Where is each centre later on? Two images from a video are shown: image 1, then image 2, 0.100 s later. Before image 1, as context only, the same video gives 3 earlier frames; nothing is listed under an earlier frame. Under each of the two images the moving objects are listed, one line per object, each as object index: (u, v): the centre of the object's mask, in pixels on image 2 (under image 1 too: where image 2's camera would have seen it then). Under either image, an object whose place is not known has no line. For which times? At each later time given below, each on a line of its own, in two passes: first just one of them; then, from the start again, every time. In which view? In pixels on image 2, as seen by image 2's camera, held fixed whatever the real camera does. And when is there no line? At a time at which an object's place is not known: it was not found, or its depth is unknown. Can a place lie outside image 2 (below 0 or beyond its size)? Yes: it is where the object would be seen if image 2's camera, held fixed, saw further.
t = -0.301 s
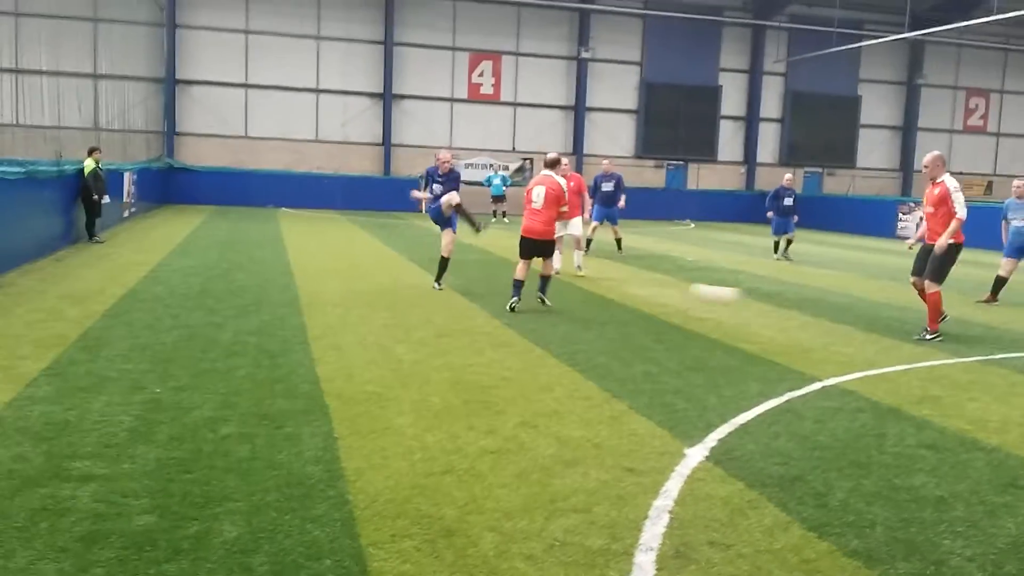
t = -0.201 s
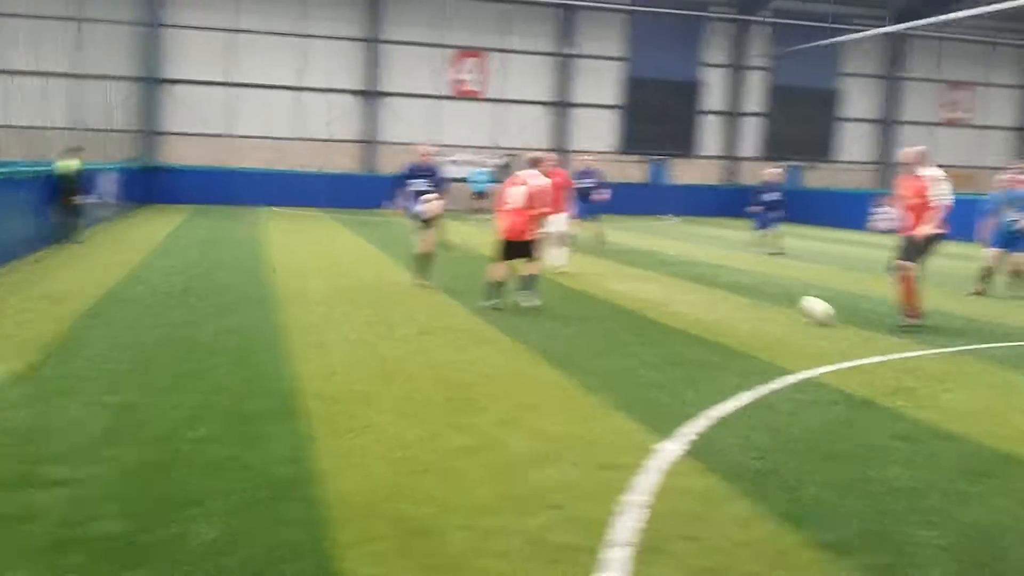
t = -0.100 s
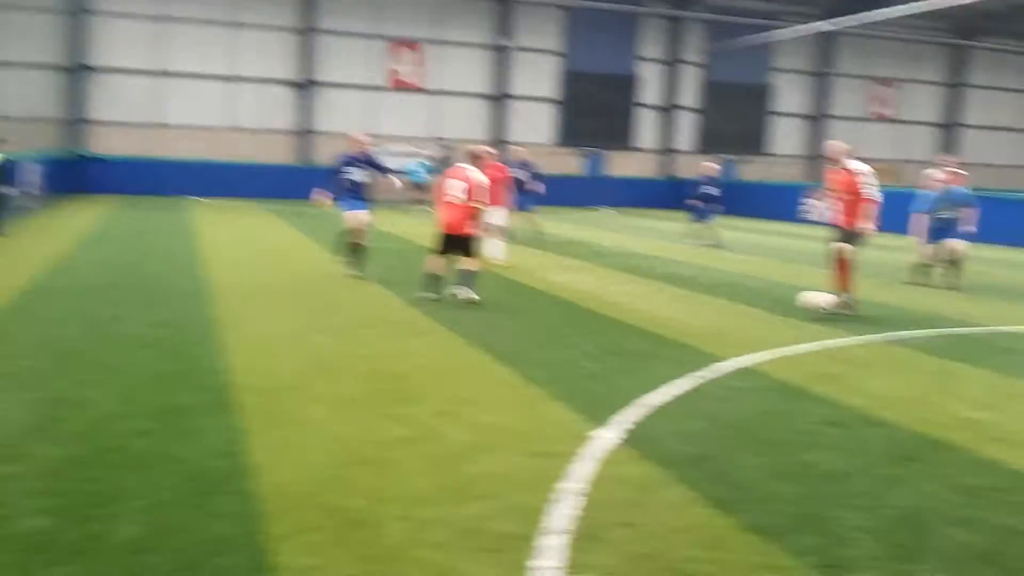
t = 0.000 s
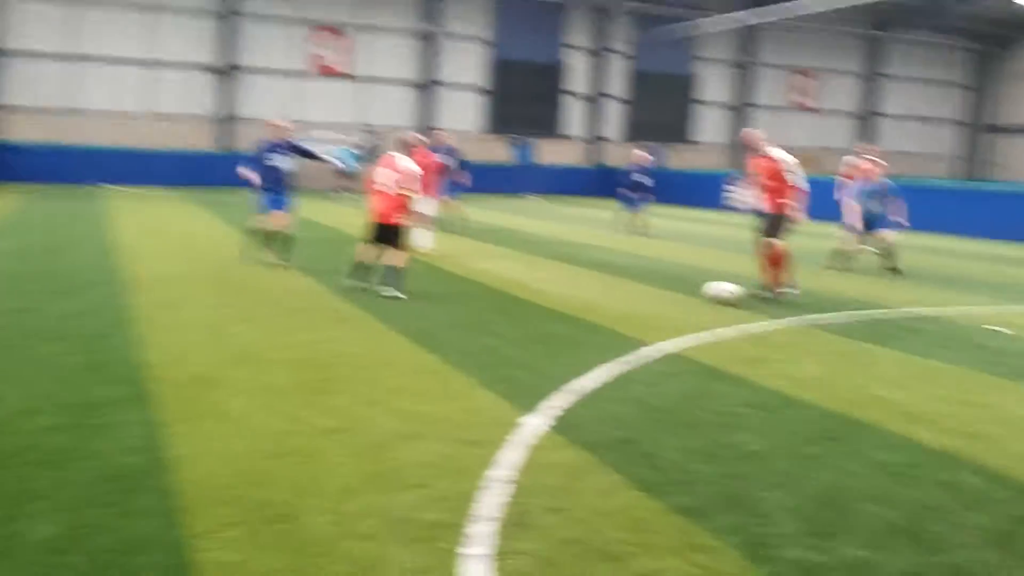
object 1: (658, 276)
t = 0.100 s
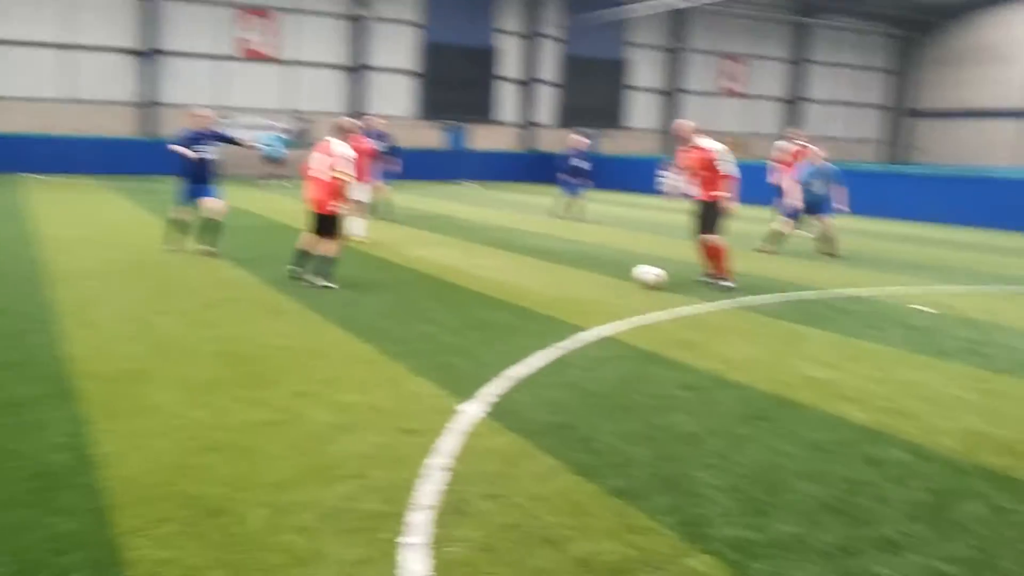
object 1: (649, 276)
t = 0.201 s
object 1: (644, 279)
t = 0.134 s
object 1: (648, 276)
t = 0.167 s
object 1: (645, 276)
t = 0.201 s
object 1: (644, 279)
